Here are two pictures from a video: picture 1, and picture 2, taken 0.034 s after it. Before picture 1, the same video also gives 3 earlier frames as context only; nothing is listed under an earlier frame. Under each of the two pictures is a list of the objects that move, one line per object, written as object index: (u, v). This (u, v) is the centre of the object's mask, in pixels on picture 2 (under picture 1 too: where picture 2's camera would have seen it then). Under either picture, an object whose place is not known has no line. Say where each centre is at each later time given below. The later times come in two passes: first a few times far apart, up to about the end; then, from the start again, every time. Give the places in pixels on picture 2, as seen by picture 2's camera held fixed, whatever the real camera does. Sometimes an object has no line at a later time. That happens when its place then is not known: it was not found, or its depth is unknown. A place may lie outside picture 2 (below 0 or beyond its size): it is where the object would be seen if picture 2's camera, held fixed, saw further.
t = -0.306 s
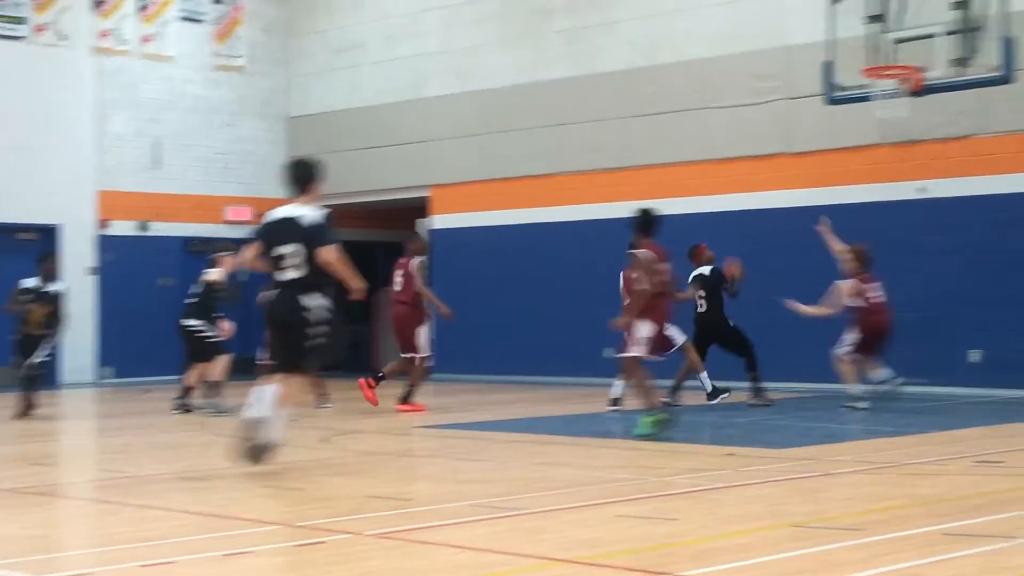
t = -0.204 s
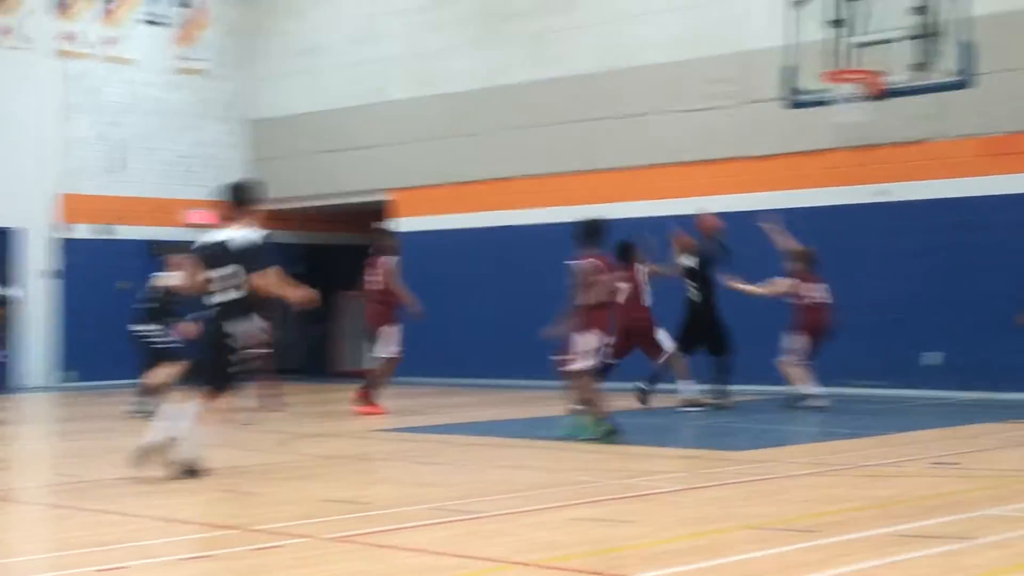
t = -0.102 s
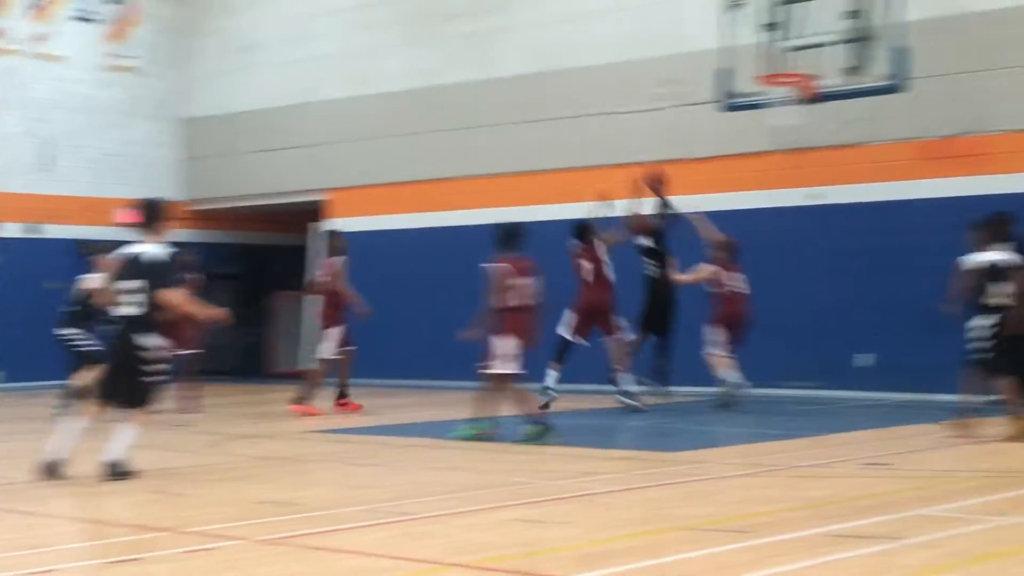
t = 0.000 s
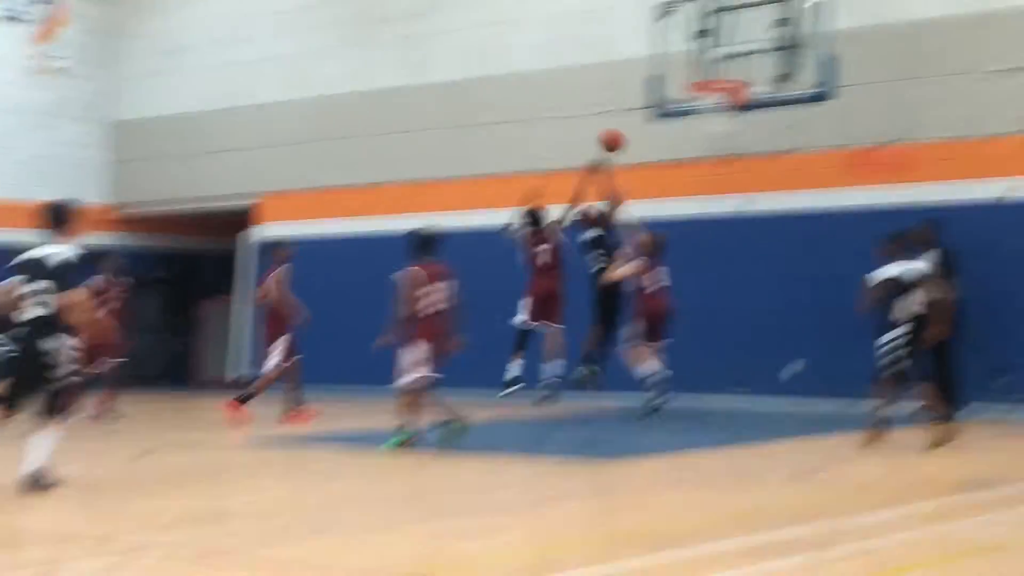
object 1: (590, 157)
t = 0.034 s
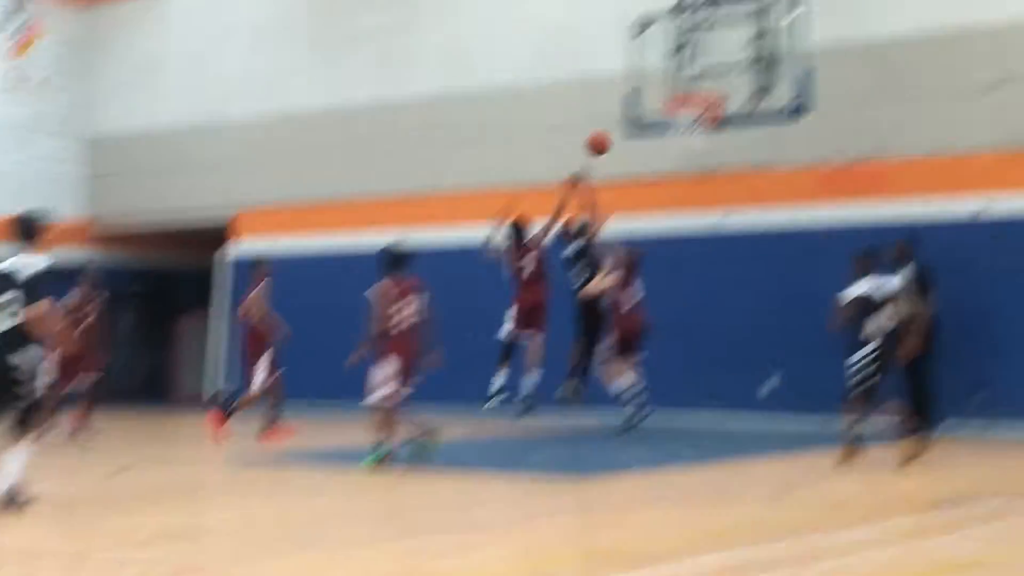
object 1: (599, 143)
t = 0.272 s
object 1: (657, 90)
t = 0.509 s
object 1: (683, 91)
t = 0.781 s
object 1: (688, 130)
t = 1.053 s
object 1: (679, 181)
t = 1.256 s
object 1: (672, 271)
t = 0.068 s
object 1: (606, 132)
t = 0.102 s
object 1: (616, 120)
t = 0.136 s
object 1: (624, 111)
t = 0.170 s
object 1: (632, 104)
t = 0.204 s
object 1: (641, 97)
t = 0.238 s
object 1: (650, 91)
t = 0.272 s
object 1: (657, 90)
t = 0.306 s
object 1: (664, 87)
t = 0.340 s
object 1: (673, 87)
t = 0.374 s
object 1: (681, 87)
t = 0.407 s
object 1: (681, 87)
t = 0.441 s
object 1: (682, 88)
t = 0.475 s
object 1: (682, 90)
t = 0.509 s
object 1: (683, 91)
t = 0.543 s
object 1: (685, 91)
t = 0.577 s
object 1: (686, 93)
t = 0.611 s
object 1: (686, 97)
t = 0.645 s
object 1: (688, 112)
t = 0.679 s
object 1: (688, 120)
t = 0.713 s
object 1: (688, 124)
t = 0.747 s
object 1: (688, 125)
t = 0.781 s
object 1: (688, 130)
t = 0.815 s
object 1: (686, 131)
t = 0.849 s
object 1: (685, 133)
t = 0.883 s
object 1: (684, 138)
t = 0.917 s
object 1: (683, 144)
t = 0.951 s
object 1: (682, 151)
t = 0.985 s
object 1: (680, 160)
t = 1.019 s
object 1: (679, 170)
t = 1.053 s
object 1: (679, 181)
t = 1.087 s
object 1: (677, 194)
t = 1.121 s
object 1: (677, 208)
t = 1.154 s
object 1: (676, 222)
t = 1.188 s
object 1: (674, 237)
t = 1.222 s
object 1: (673, 253)
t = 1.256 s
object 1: (672, 271)
